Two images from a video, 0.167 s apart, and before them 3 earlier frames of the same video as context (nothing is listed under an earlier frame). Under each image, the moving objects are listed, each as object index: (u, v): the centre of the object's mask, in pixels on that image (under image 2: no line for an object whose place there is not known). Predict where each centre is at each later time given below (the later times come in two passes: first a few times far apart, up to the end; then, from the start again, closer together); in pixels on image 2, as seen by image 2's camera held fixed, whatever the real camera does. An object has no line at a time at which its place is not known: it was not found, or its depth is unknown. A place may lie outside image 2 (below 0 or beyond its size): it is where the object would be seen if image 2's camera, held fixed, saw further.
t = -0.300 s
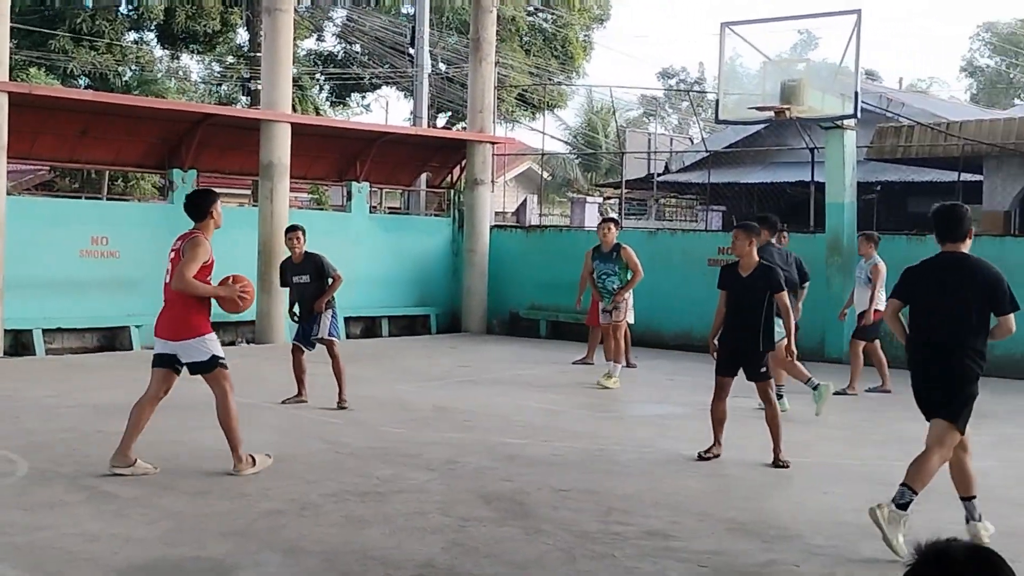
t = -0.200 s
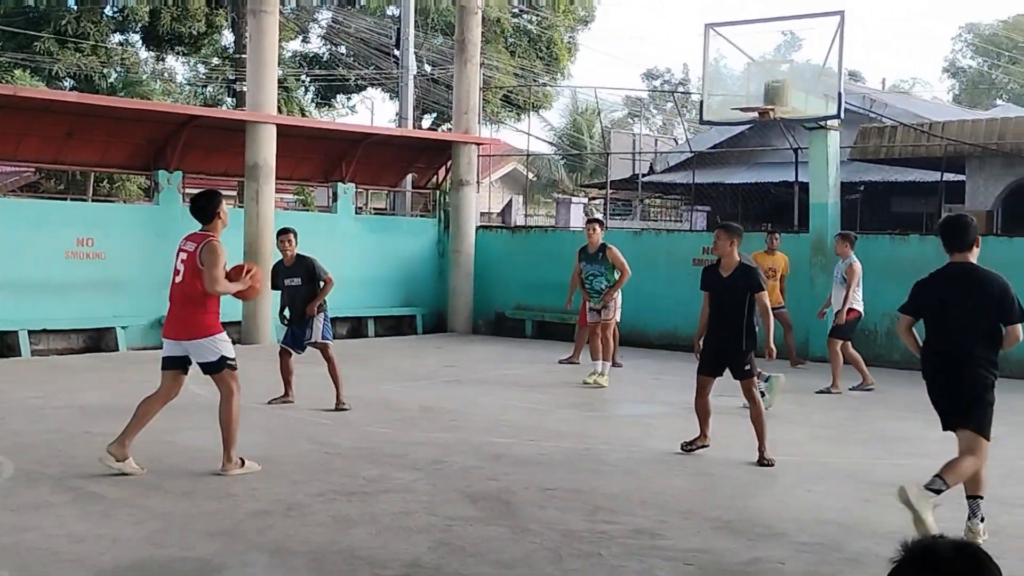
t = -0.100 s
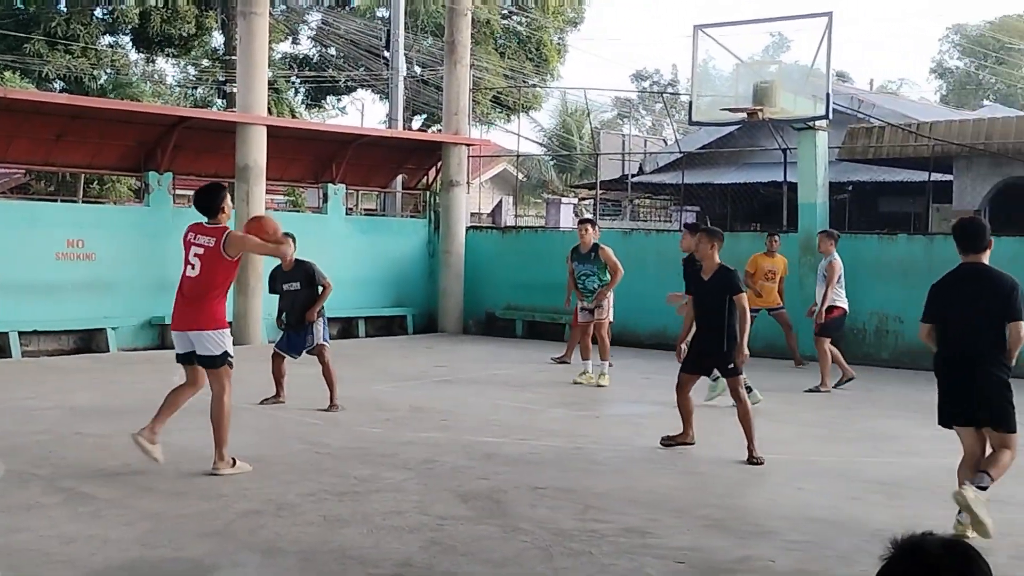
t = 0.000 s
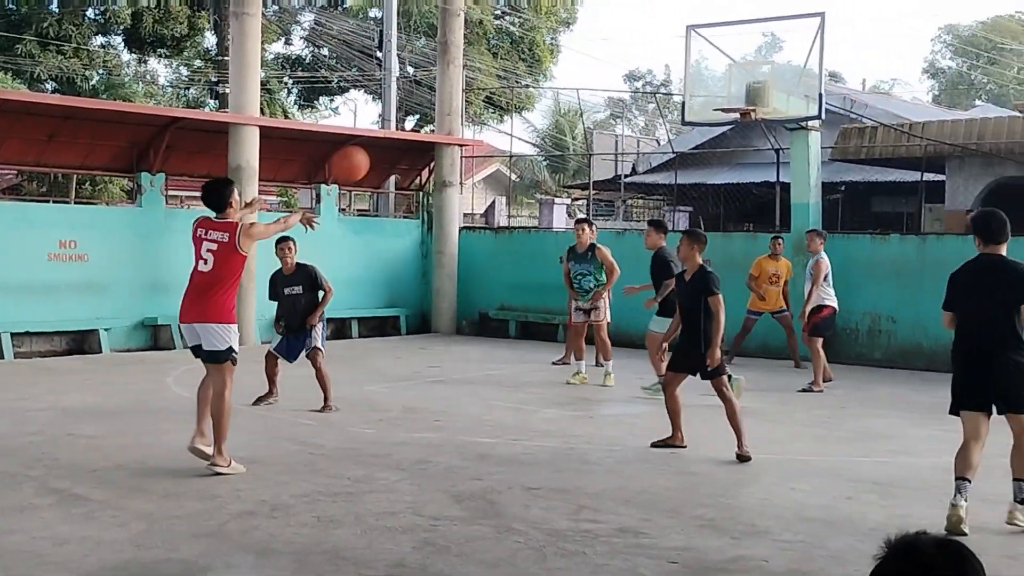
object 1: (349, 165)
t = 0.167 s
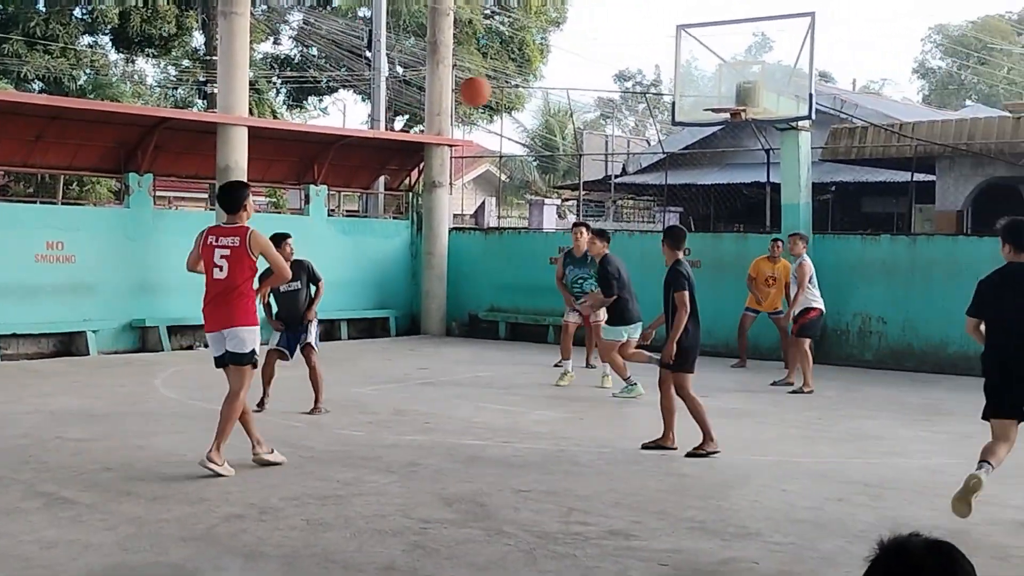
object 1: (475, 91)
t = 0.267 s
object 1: (540, 70)
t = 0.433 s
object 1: (634, 63)
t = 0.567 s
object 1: (696, 75)
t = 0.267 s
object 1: (540, 70)
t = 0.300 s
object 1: (561, 66)
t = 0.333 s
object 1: (580, 63)
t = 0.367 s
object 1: (598, 62)
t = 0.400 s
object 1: (617, 61)
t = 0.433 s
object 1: (634, 63)
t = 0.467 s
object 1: (651, 64)
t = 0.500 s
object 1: (667, 67)
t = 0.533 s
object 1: (681, 71)
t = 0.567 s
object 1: (696, 75)
